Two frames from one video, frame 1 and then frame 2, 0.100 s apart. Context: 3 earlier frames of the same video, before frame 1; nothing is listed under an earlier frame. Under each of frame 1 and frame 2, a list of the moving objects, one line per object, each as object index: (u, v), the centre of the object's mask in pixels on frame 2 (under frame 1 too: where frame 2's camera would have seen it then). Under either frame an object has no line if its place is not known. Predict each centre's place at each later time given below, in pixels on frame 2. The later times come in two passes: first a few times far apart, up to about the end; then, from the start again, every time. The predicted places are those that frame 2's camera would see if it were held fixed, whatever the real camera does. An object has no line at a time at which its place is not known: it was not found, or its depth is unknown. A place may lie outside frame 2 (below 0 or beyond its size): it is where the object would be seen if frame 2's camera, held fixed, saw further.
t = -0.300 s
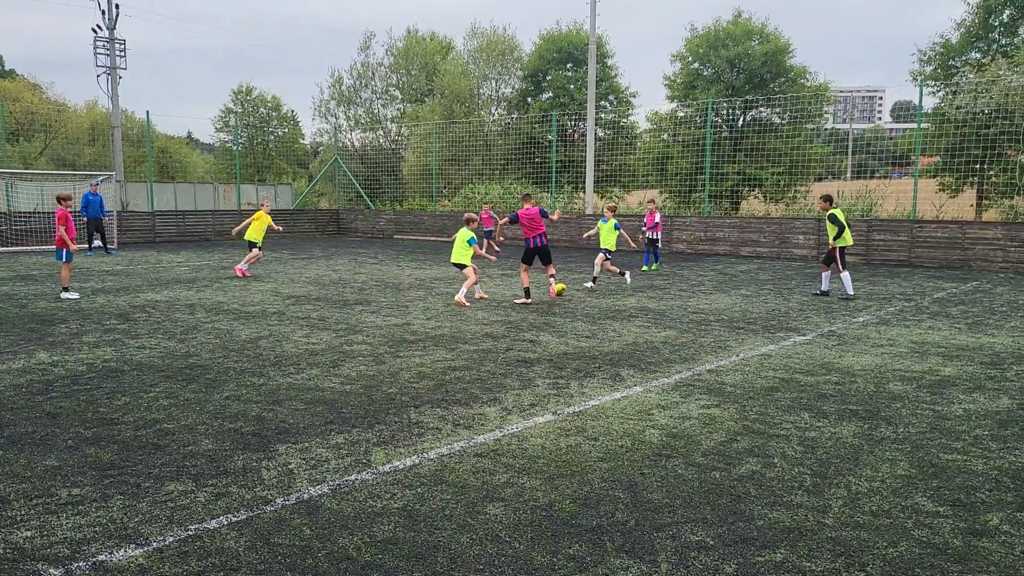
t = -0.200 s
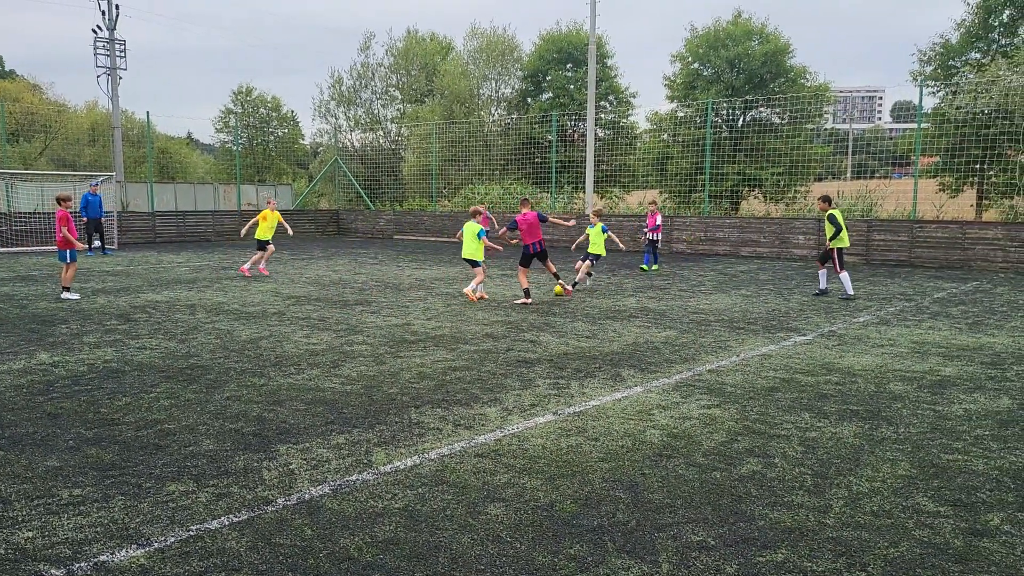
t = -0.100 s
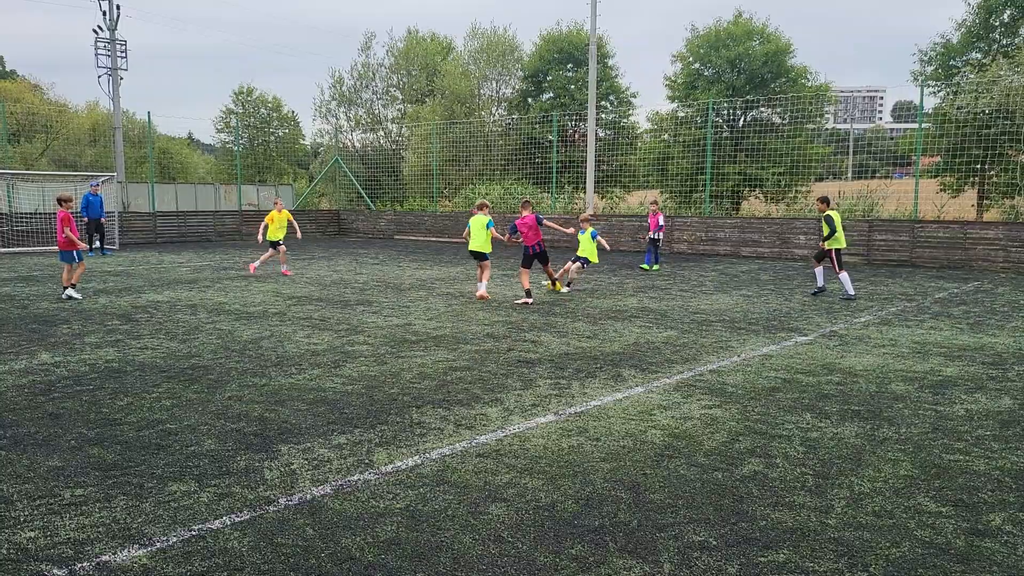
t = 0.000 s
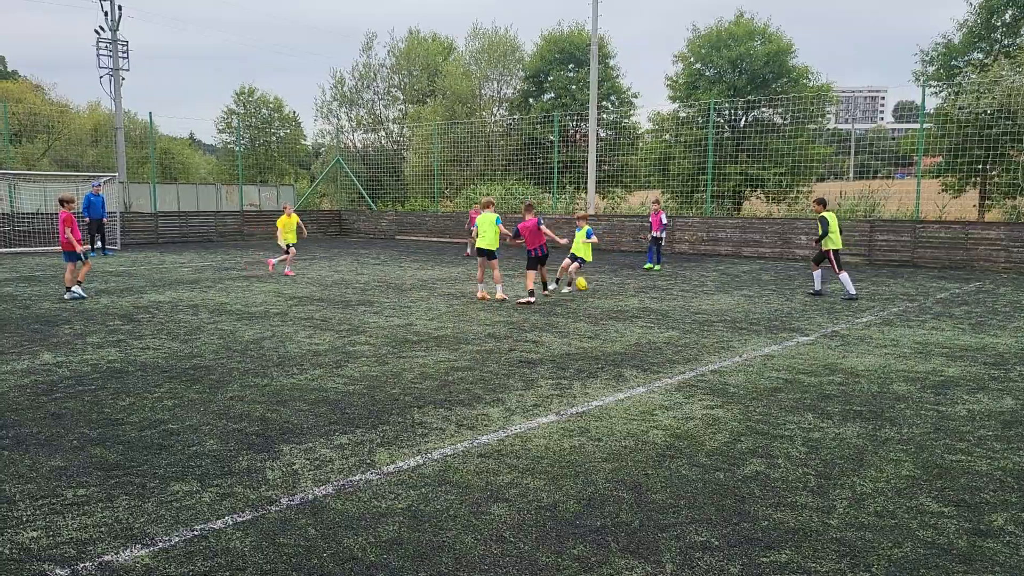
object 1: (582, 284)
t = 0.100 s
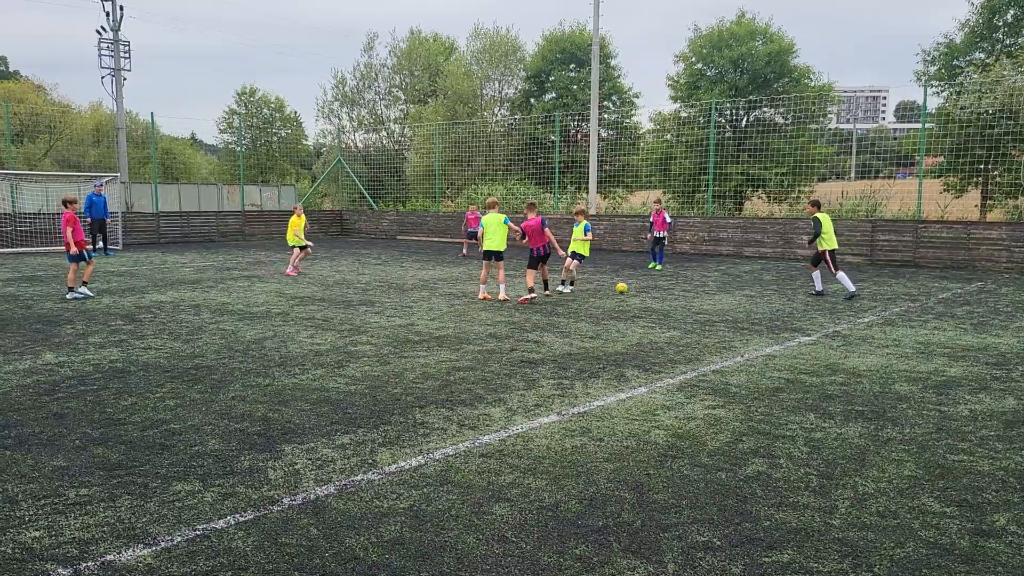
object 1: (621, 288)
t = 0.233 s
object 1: (677, 301)
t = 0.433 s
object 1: (749, 308)
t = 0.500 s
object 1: (772, 312)
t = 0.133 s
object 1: (635, 291)
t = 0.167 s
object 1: (649, 295)
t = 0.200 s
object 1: (665, 300)
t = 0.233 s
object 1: (677, 301)
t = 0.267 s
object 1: (688, 300)
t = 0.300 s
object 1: (700, 300)
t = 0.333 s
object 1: (712, 300)
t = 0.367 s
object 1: (724, 302)
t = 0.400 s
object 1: (737, 305)
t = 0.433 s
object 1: (749, 308)
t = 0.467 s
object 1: (761, 311)
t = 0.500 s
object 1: (772, 312)
